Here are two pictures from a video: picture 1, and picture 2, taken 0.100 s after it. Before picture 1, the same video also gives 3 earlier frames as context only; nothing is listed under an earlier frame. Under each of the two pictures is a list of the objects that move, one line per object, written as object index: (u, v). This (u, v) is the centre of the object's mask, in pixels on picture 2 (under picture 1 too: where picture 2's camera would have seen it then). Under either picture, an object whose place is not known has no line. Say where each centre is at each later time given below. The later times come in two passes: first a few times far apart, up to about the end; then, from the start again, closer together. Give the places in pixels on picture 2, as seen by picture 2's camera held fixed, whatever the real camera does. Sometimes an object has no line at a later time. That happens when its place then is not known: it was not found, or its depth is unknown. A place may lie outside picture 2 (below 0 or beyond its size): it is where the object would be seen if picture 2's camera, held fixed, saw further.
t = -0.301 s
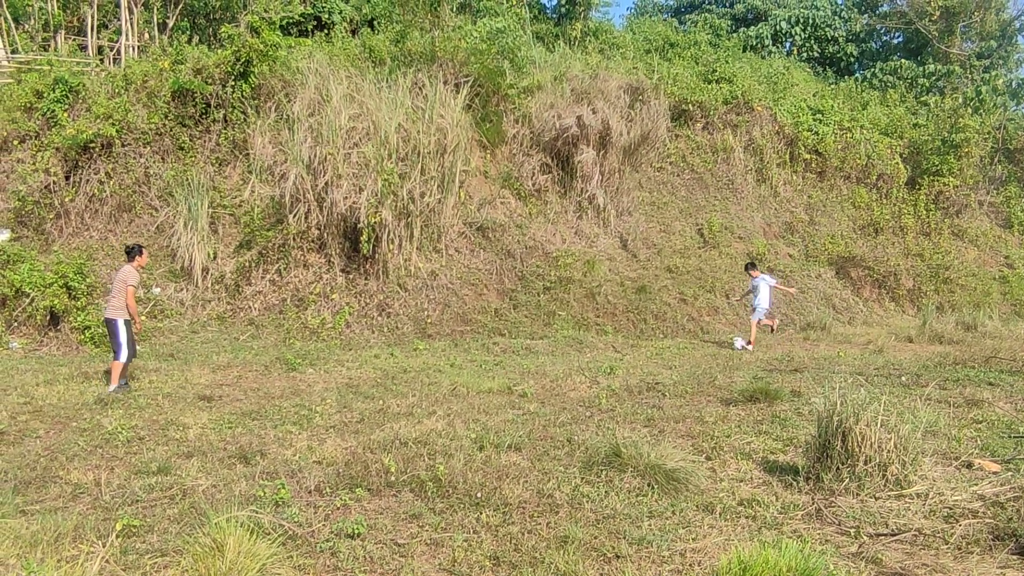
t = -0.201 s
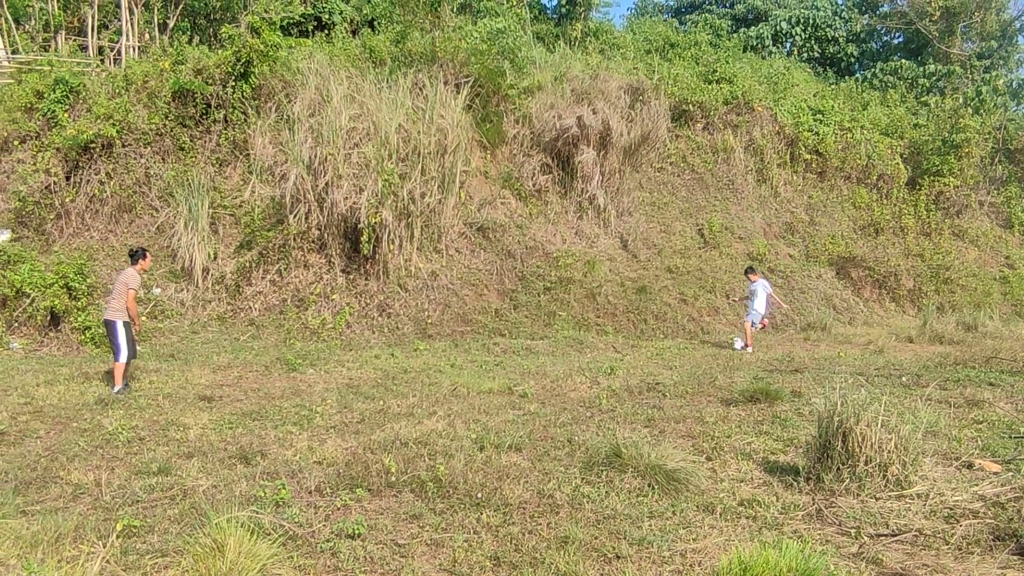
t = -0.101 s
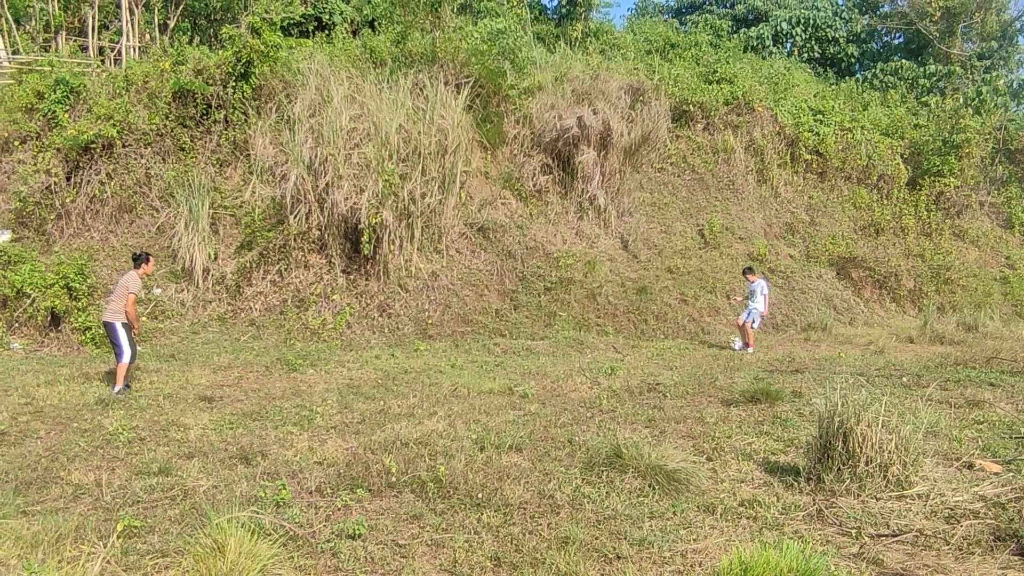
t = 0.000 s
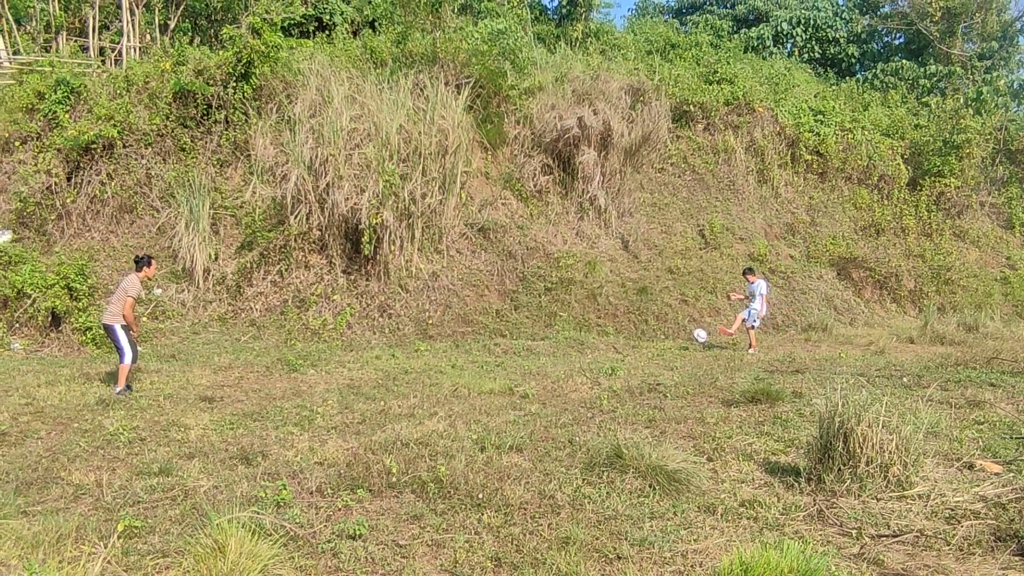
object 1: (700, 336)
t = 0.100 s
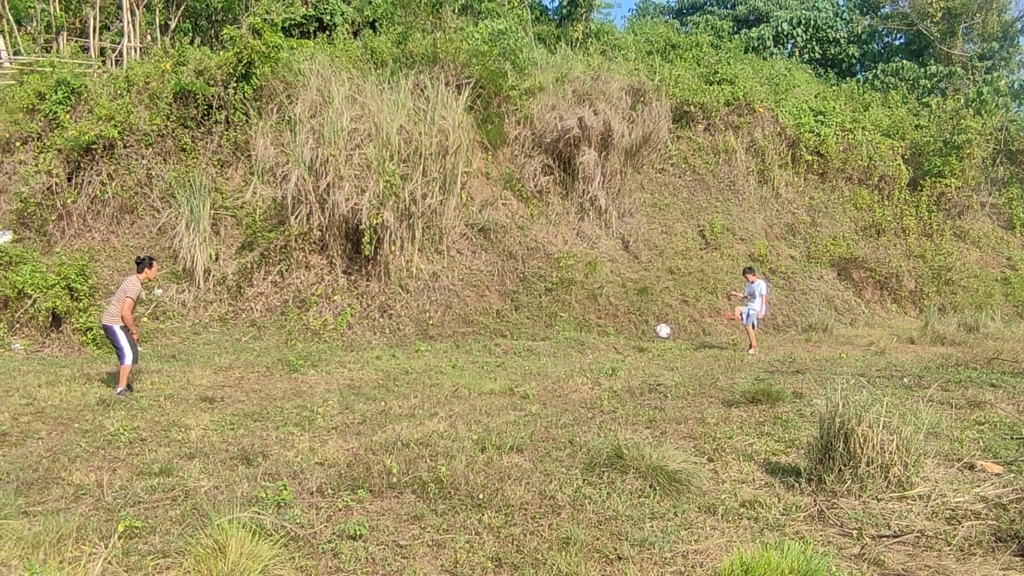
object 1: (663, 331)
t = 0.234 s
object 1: (611, 335)
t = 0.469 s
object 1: (521, 349)
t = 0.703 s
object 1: (441, 349)
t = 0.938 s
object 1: (370, 357)
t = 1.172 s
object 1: (320, 359)
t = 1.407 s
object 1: (279, 362)
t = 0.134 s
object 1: (650, 331)
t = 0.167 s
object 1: (638, 332)
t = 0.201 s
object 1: (625, 333)
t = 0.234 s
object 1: (611, 335)
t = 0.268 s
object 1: (598, 337)
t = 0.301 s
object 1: (584, 341)
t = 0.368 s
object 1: (557, 349)
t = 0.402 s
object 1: (544, 354)
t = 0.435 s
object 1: (532, 352)
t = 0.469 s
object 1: (521, 349)
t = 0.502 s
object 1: (510, 347)
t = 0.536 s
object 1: (498, 345)
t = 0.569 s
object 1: (487, 344)
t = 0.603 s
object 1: (476, 344)
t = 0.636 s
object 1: (464, 345)
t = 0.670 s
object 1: (452, 347)
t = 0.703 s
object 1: (441, 349)
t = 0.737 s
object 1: (429, 352)
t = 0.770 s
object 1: (417, 356)
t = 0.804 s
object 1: (407, 357)
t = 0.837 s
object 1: (398, 356)
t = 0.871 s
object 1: (388, 355)
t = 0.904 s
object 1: (379, 356)
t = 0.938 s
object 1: (370, 357)
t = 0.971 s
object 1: (361, 359)
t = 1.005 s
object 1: (353, 358)
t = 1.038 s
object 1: (346, 358)
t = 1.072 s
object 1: (339, 358)
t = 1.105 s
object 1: (332, 358)
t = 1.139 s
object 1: (327, 358)
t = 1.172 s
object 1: (320, 359)
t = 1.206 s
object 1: (315, 359)
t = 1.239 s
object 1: (308, 361)
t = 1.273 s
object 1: (303, 362)
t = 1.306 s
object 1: (297, 362)
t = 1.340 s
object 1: (291, 361)
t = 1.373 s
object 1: (285, 362)
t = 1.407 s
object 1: (279, 362)
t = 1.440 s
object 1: (274, 363)
